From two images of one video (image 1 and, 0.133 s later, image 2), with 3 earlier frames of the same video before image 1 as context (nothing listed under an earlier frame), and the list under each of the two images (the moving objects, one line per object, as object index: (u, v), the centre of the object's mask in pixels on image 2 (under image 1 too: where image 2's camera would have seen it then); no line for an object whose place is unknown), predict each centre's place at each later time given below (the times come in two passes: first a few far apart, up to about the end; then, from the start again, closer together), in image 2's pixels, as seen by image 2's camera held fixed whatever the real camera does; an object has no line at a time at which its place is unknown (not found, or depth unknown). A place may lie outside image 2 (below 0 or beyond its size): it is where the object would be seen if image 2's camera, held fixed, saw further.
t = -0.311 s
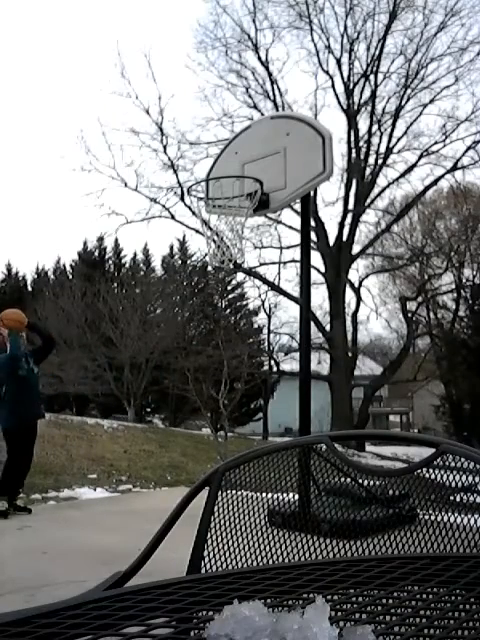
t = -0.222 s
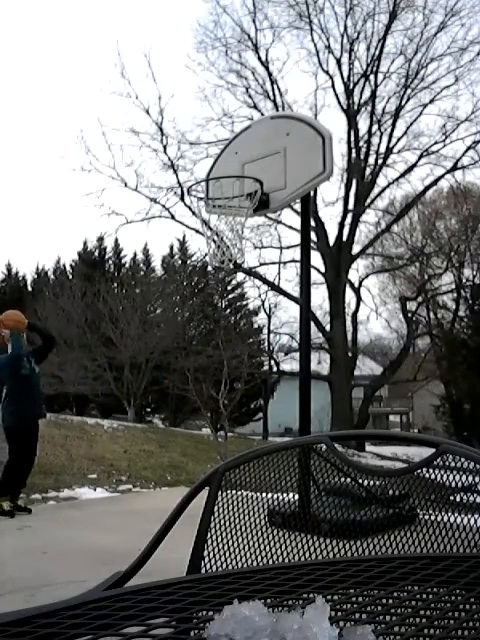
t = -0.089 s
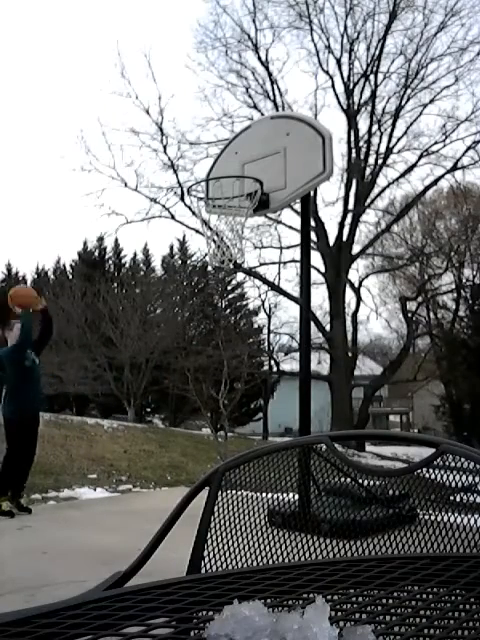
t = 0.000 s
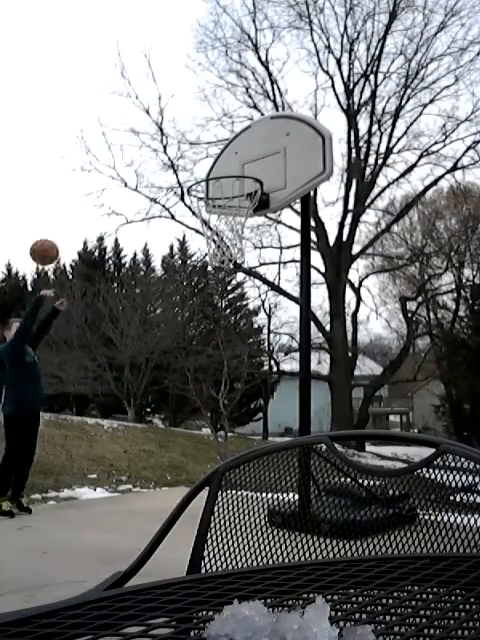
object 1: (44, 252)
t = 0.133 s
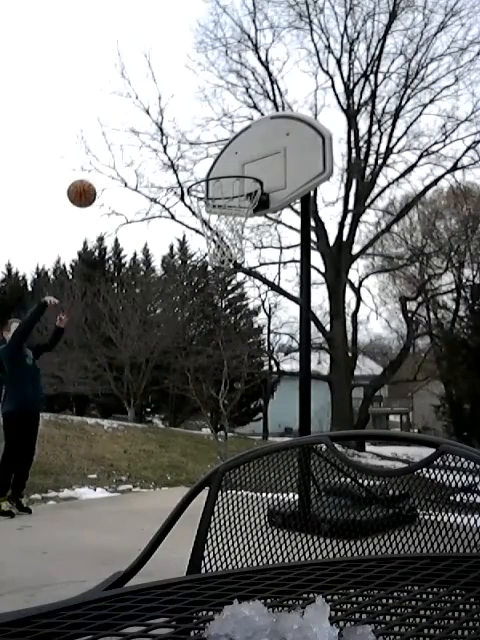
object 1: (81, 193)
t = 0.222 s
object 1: (108, 165)
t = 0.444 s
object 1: (177, 135)
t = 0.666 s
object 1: (255, 168)
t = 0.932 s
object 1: (233, 126)
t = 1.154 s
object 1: (213, 174)
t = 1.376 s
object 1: (189, 336)
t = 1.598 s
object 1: (164, 564)
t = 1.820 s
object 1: (135, 379)
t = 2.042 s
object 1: (105, 301)
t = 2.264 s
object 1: (63, 365)
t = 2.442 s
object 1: (28, 570)
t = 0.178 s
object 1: (94, 178)
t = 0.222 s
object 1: (108, 165)
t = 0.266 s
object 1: (121, 154)
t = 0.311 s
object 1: (134, 146)
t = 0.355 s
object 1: (148, 140)
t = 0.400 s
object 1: (163, 136)
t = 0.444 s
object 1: (177, 135)
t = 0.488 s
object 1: (192, 137)
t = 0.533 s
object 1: (208, 142)
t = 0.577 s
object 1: (225, 150)
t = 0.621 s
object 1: (241, 160)
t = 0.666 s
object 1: (255, 168)
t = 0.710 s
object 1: (251, 155)
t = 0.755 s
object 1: (248, 144)
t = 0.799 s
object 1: (244, 135)
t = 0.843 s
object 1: (240, 129)
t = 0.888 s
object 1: (237, 125)
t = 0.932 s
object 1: (233, 126)
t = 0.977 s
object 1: (230, 128)
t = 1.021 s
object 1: (226, 134)
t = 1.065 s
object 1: (222, 143)
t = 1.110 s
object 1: (218, 156)
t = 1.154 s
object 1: (213, 174)
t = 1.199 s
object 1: (209, 196)
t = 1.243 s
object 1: (204, 222)
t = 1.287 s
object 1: (200, 254)
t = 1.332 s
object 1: (194, 291)
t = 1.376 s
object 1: (189, 336)
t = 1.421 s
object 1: (184, 386)
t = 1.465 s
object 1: (178, 444)
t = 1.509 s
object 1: (171, 511)
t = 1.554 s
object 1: (161, 572)
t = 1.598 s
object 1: (164, 564)
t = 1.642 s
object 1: (153, 523)
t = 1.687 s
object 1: (150, 482)
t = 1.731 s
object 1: (146, 443)
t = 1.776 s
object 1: (141, 409)
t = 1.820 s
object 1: (135, 379)
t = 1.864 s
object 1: (130, 355)
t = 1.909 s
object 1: (124, 334)
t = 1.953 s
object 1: (118, 318)
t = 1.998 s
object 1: (111, 308)
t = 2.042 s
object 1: (105, 301)
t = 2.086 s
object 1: (98, 301)
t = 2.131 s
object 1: (90, 306)
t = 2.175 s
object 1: (82, 318)
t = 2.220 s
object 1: (73, 338)
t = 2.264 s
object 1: (63, 365)
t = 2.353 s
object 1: (41, 448)
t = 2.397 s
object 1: (34, 507)
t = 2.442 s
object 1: (28, 570)
